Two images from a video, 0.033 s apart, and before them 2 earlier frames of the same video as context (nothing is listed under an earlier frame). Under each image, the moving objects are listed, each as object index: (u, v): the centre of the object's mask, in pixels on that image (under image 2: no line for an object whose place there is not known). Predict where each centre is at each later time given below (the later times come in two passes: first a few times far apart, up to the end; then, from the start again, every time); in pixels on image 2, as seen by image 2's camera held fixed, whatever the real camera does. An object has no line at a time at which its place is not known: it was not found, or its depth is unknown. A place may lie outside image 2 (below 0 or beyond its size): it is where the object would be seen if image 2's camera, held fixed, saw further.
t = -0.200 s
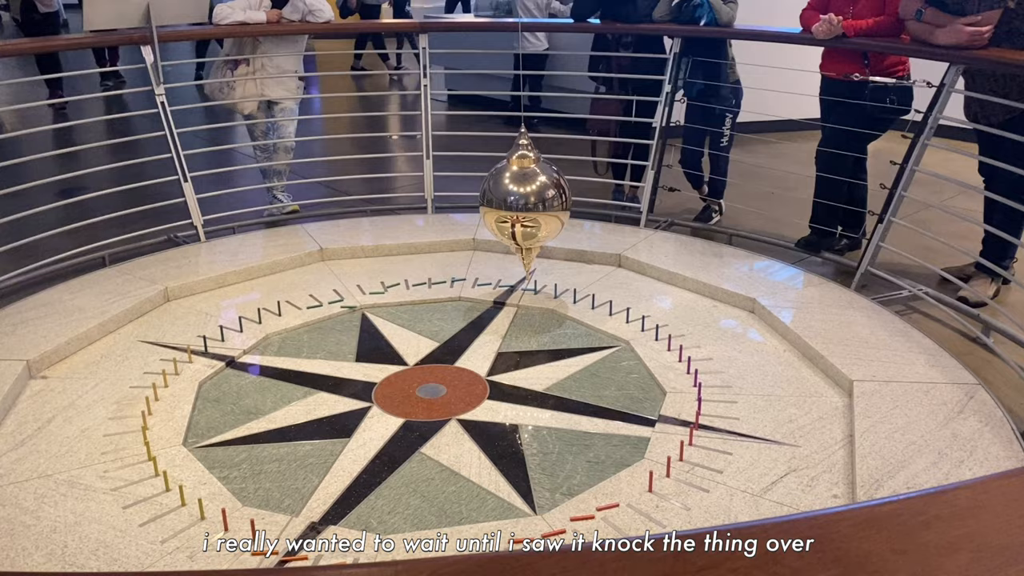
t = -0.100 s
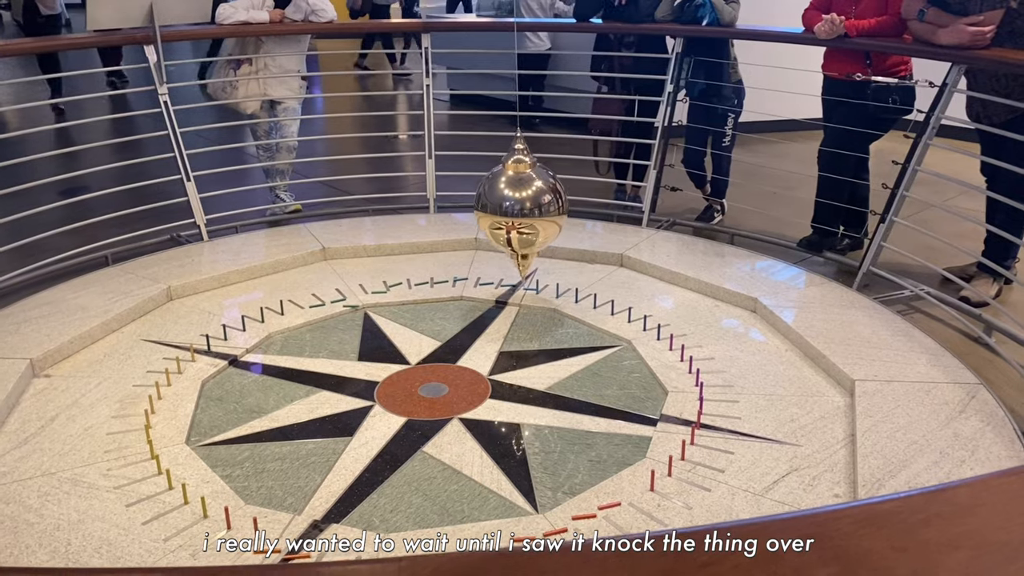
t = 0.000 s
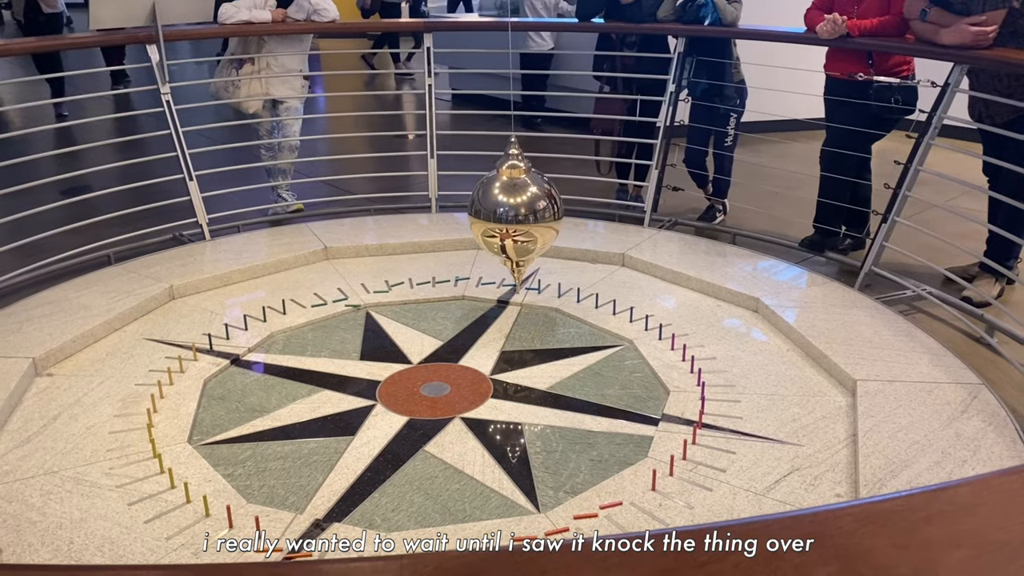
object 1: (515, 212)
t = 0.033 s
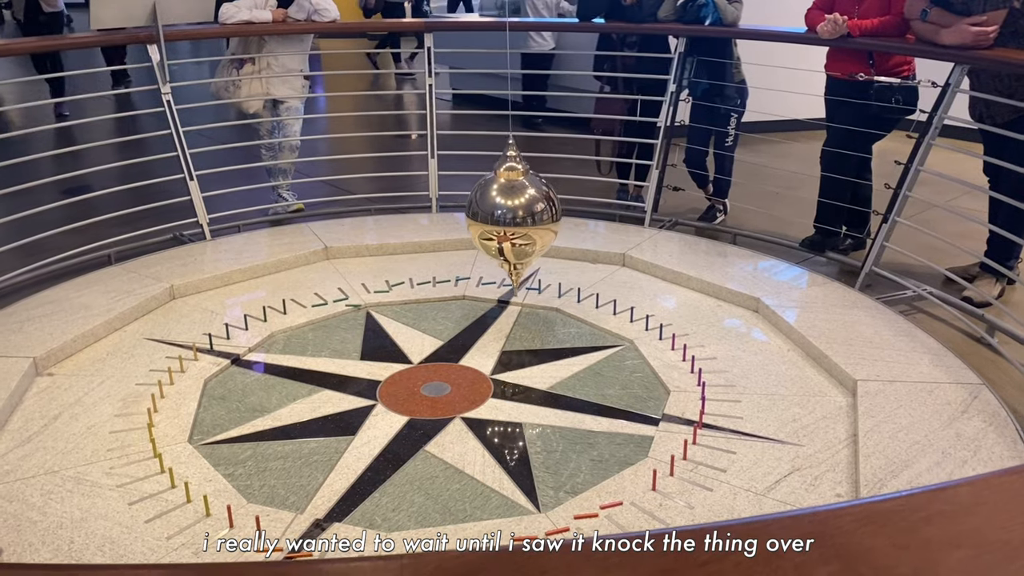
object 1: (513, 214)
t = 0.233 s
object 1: (495, 230)
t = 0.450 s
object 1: (470, 250)
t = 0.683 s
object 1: (438, 274)
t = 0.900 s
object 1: (403, 298)
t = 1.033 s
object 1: (377, 315)
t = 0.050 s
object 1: (511, 215)
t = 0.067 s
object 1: (510, 216)
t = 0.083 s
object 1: (509, 218)
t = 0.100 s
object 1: (507, 219)
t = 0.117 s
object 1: (506, 220)
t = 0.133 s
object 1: (504, 221)
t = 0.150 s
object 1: (503, 223)
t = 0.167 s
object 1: (501, 224)
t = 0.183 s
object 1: (500, 226)
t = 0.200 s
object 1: (498, 227)
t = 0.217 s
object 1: (496, 229)
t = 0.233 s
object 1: (495, 230)
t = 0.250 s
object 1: (493, 231)
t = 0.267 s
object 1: (491, 233)
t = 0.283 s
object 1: (489, 234)
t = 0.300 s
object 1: (487, 236)
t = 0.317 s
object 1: (486, 237)
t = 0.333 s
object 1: (484, 239)
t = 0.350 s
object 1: (482, 241)
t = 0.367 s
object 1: (480, 242)
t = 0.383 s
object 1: (478, 244)
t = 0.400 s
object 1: (476, 245)
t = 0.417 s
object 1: (474, 247)
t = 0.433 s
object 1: (472, 249)
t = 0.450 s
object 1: (470, 250)
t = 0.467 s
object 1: (468, 252)
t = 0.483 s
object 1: (466, 254)
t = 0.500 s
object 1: (464, 256)
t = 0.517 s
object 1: (462, 257)
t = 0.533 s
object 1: (459, 259)
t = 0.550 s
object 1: (457, 261)
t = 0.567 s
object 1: (455, 262)
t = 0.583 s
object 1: (453, 264)
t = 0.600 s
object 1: (450, 266)
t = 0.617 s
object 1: (448, 267)
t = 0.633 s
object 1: (445, 269)
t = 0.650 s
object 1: (443, 271)
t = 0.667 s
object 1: (440, 273)
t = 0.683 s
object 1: (438, 274)
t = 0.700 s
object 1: (435, 276)
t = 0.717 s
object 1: (433, 278)
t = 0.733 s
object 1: (430, 279)
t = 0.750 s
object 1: (428, 282)
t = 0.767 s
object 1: (425, 283)
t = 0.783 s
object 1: (422, 285)
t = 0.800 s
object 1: (420, 287)
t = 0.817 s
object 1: (417, 289)
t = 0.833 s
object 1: (414, 291)
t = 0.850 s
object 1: (411, 293)
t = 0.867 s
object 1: (409, 295)
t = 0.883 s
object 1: (406, 297)
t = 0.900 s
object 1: (403, 298)
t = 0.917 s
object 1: (400, 301)
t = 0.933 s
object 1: (397, 302)
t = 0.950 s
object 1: (394, 304)
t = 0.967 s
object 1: (391, 306)
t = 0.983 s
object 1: (387, 308)
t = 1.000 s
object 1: (384, 311)
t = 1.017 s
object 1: (380, 313)
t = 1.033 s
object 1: (377, 315)
